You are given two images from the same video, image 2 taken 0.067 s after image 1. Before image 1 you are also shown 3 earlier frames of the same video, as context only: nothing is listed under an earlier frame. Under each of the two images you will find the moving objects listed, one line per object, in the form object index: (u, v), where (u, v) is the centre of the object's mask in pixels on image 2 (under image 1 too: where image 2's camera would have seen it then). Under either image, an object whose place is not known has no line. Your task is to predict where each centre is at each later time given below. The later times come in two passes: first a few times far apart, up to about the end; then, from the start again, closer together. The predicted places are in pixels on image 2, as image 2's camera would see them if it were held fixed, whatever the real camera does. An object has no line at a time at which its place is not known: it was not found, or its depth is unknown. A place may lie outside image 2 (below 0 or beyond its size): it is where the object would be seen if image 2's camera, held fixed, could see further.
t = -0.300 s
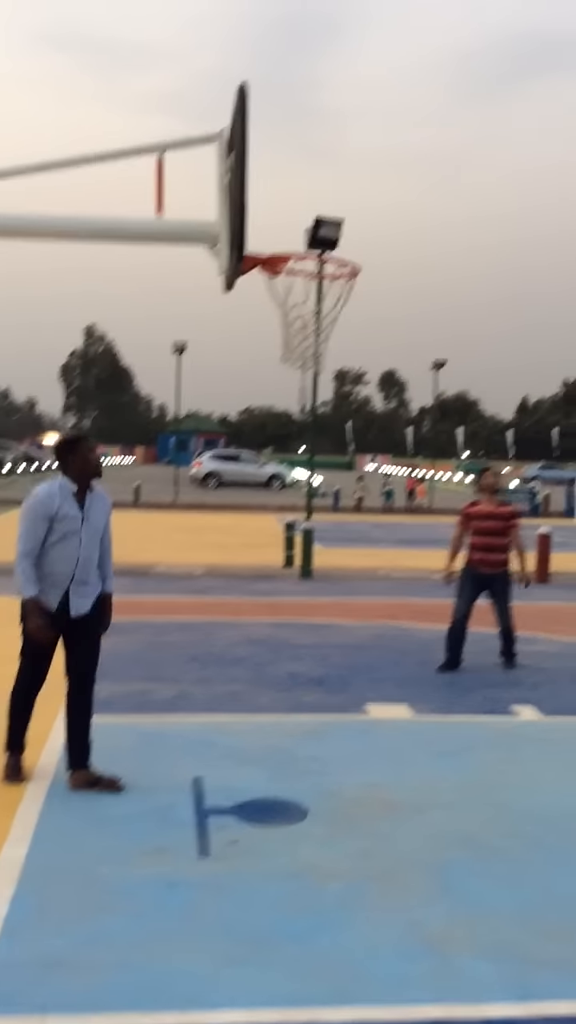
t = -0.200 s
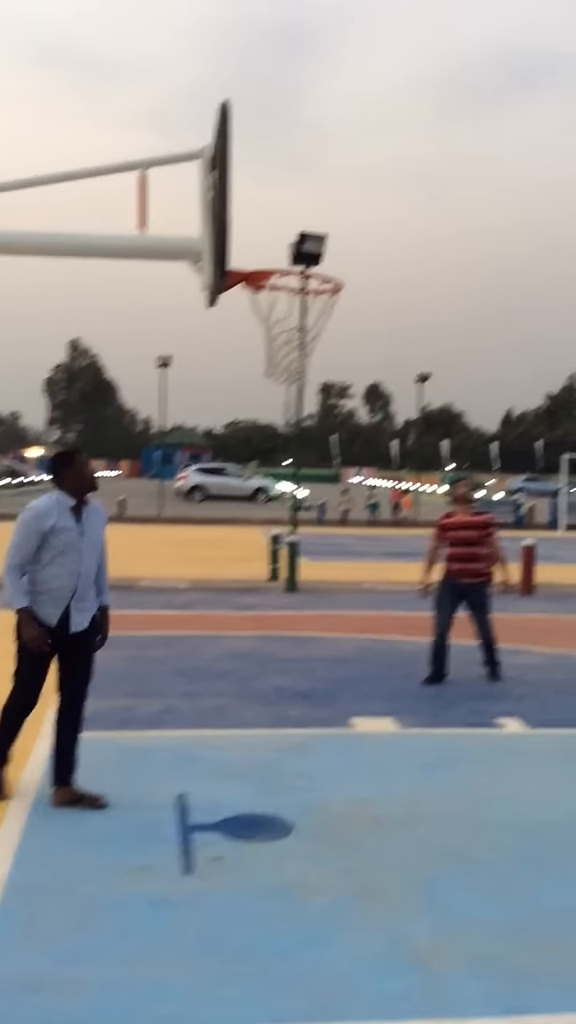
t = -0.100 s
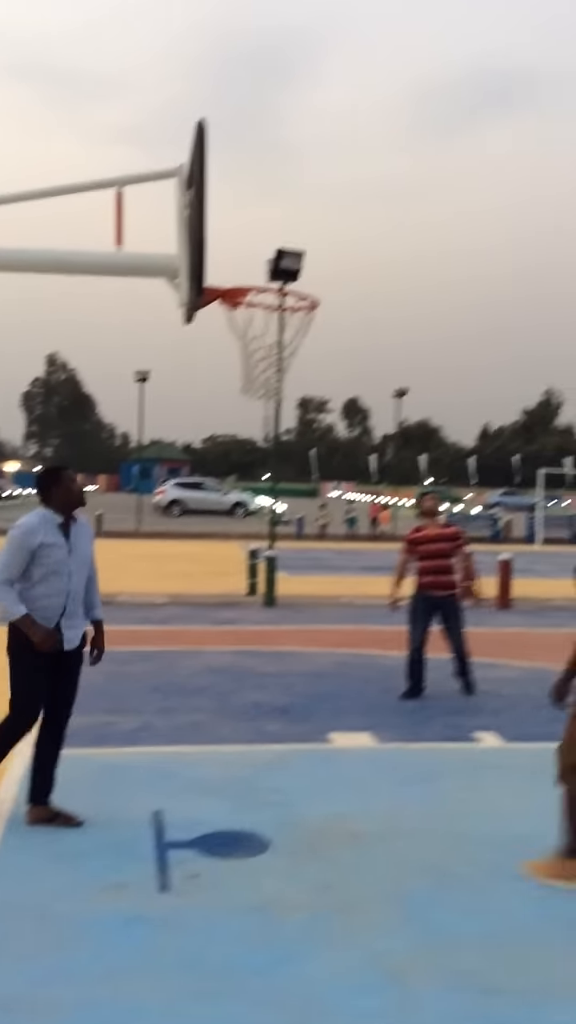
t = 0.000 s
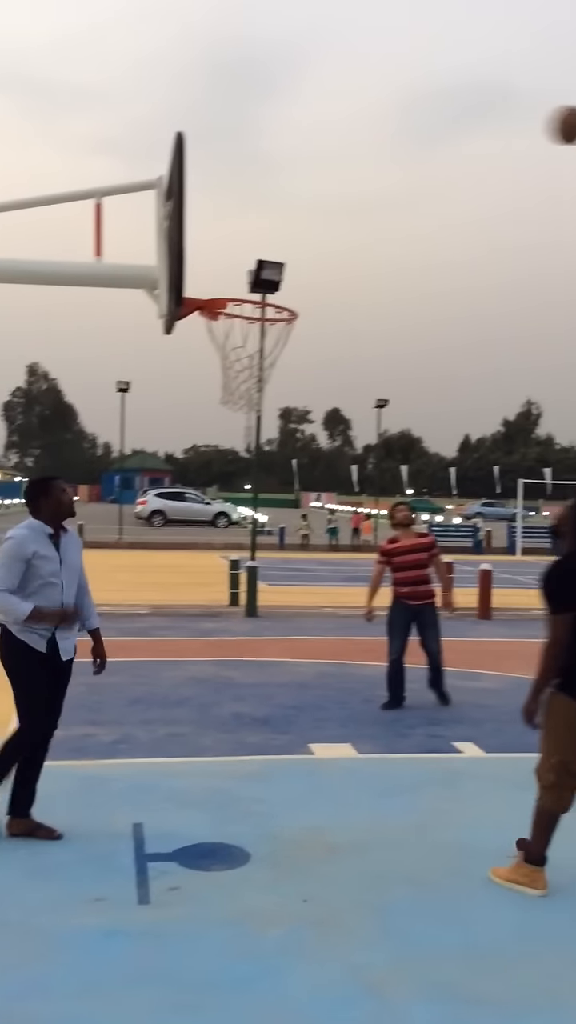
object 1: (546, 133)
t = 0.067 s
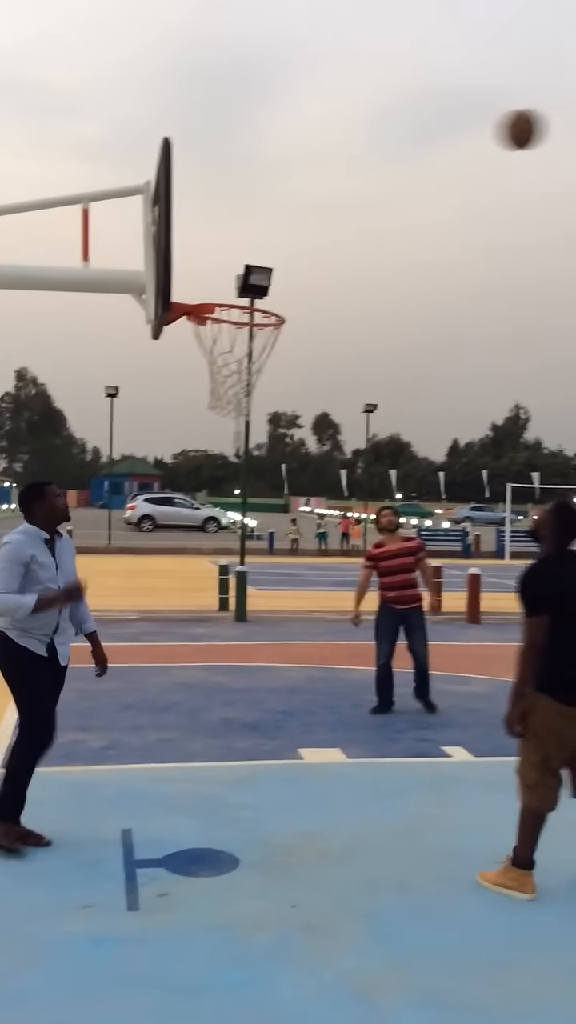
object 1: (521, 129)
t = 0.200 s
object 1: (443, 147)
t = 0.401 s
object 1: (304, 252)
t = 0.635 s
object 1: (201, 365)
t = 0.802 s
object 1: (203, 451)
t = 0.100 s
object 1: (502, 130)
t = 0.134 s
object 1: (482, 134)
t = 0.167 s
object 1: (463, 140)
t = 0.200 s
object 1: (443, 147)
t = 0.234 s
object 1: (421, 158)
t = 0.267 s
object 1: (400, 171)
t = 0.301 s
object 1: (376, 188)
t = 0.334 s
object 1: (353, 206)
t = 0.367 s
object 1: (329, 227)
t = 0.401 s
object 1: (304, 252)
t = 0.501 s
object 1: (229, 320)
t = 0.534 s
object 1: (208, 336)
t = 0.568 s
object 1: (202, 346)
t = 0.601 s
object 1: (201, 355)
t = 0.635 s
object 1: (201, 365)
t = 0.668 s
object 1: (202, 378)
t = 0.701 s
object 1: (202, 392)
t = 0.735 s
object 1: (202, 409)
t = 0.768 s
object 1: (203, 427)
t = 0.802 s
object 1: (203, 451)
